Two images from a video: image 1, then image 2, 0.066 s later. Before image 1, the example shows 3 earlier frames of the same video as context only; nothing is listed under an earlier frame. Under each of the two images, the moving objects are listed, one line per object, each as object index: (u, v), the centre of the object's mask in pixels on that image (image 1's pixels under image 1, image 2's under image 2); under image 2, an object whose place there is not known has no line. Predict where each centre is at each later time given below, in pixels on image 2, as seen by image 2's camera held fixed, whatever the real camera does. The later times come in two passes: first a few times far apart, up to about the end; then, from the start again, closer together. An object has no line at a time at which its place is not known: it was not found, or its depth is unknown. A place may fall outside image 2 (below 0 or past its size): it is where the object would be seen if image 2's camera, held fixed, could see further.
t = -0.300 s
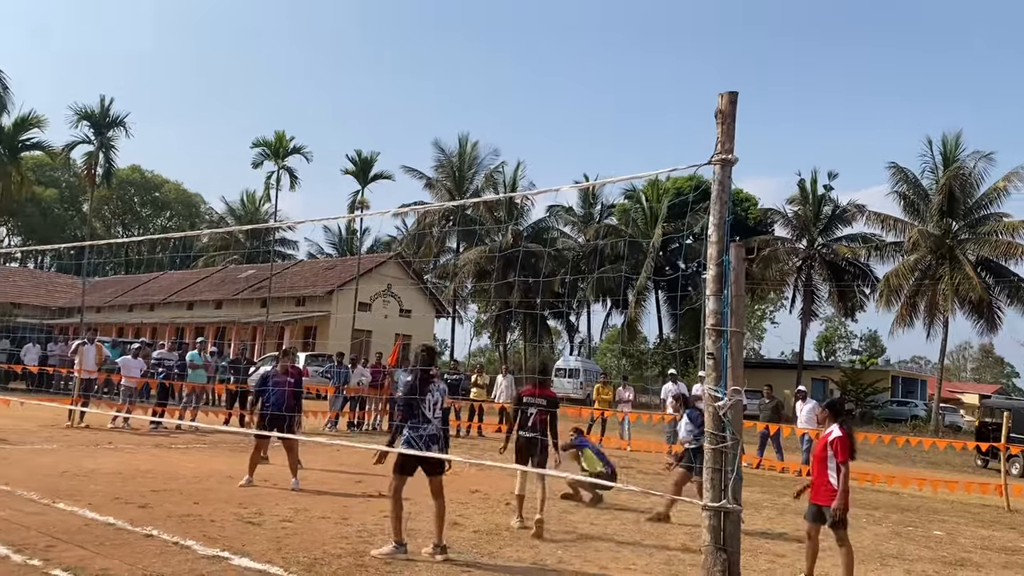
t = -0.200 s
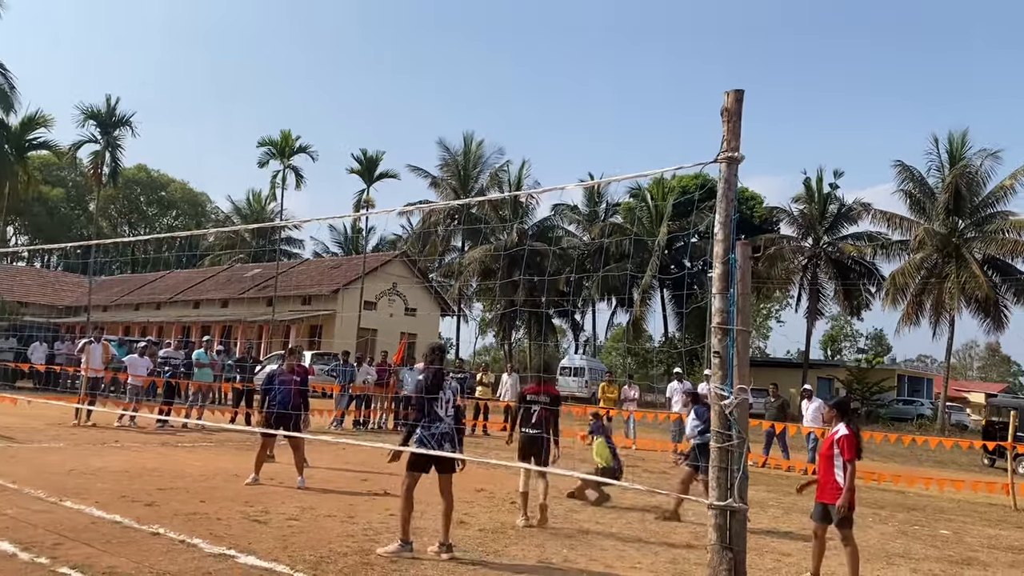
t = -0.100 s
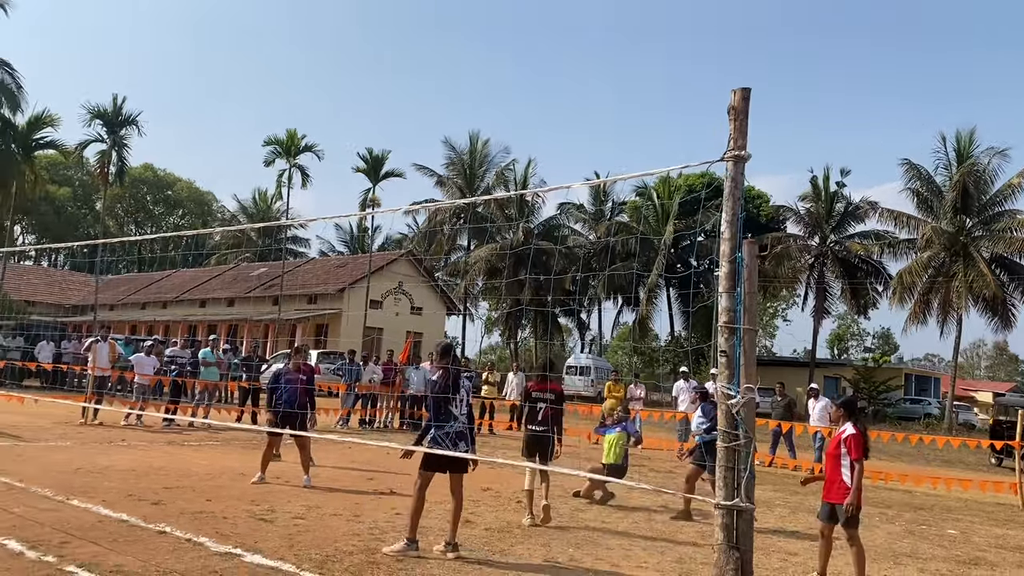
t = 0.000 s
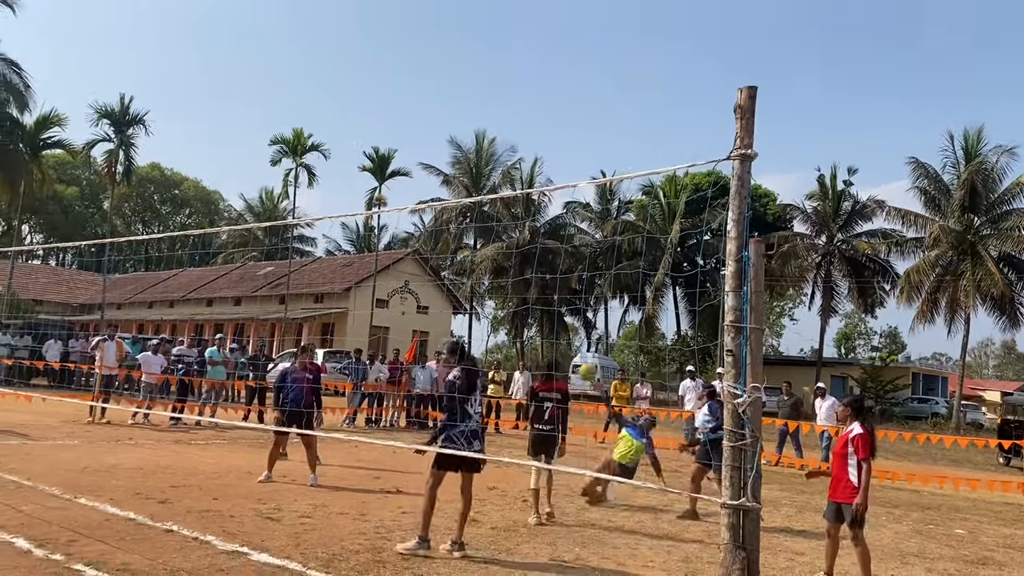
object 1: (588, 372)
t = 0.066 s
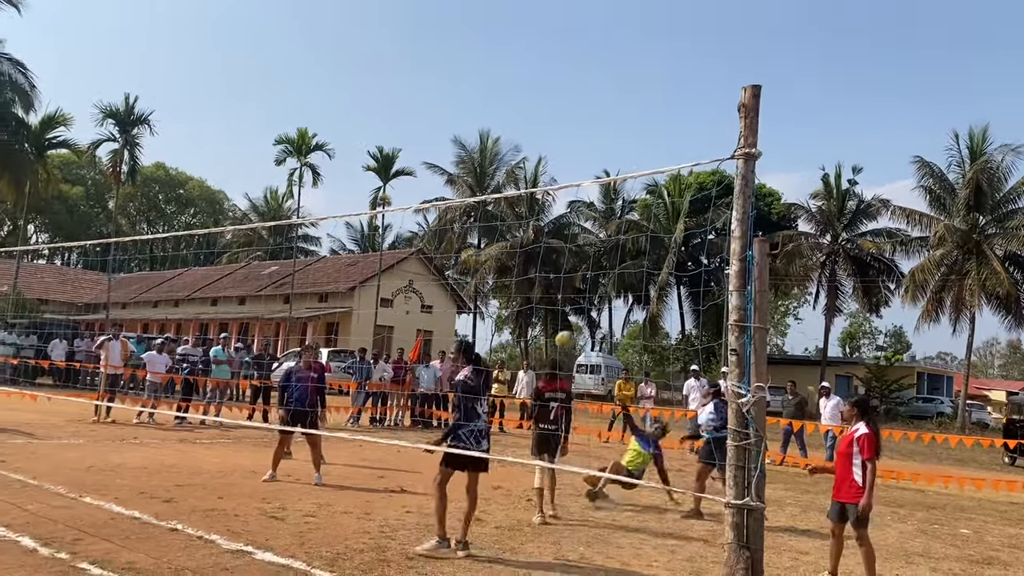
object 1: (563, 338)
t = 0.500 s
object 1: (322, 183)
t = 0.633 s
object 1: (203, 152)
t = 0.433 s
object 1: (370, 200)
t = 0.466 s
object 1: (346, 192)
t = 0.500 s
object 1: (322, 183)
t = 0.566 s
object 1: (267, 165)
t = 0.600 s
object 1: (235, 157)
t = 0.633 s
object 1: (203, 152)
